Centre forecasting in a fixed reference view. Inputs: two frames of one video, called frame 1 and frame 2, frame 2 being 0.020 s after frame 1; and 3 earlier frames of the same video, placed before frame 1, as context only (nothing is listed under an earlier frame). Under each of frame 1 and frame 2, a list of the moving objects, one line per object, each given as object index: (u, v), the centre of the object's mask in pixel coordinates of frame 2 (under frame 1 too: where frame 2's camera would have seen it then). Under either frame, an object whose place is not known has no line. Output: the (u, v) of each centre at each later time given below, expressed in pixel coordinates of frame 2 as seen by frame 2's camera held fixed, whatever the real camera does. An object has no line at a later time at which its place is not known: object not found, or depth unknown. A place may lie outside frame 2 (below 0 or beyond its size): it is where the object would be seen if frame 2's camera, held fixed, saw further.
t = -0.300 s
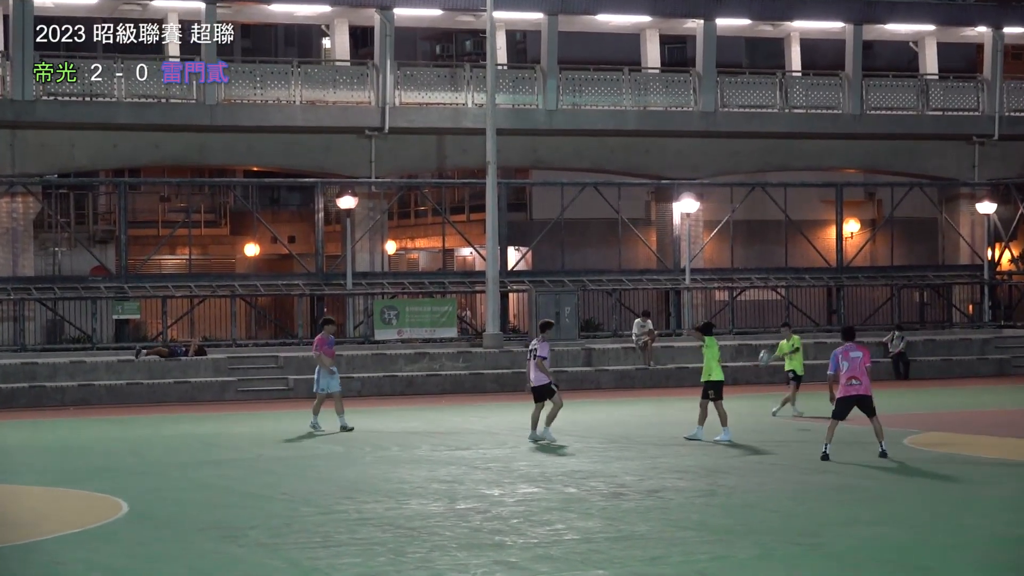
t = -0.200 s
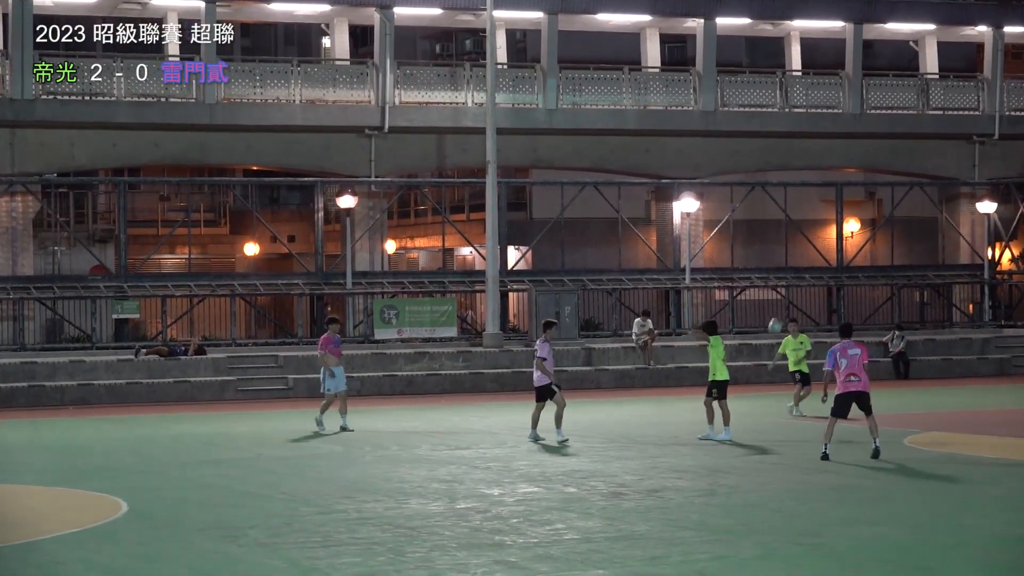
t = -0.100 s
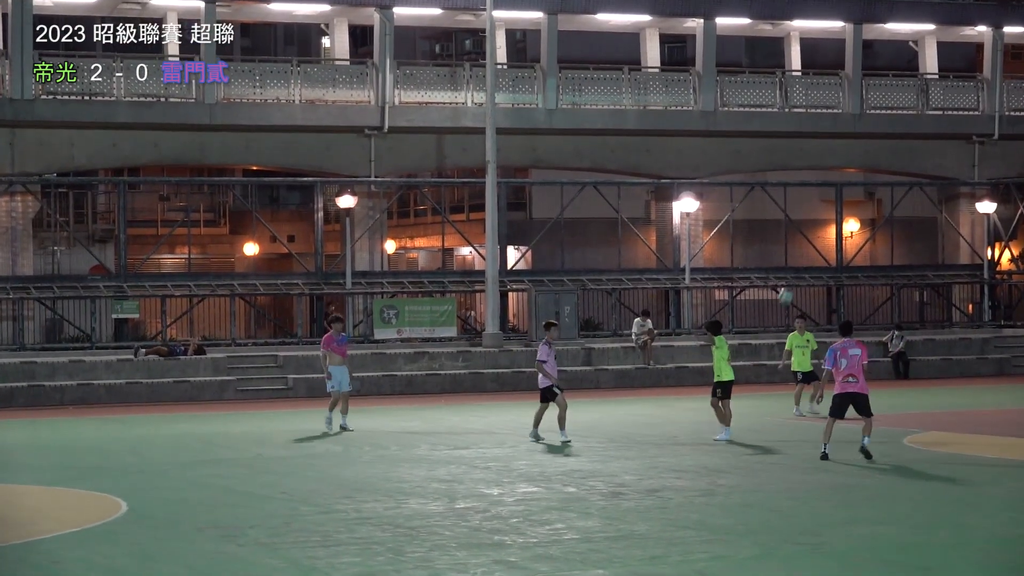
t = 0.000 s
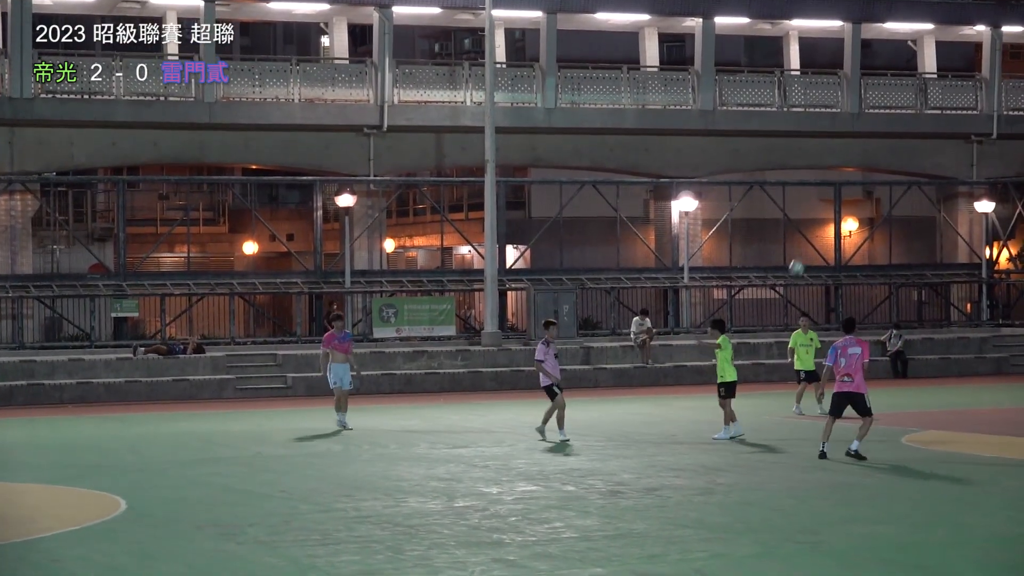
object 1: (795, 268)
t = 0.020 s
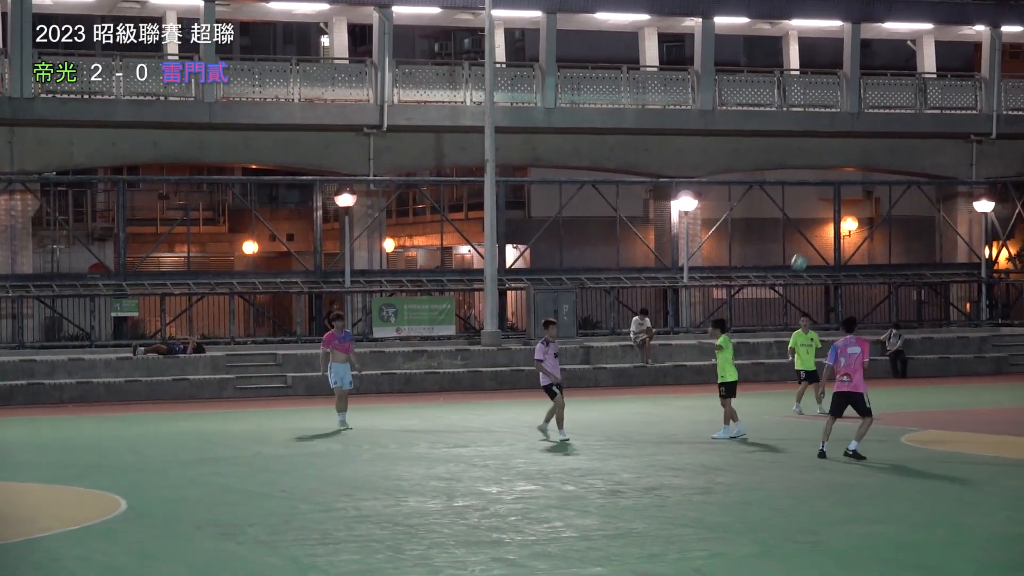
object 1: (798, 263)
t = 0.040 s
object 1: (802, 257)
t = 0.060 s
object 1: (804, 252)
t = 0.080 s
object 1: (808, 247)
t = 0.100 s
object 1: (811, 243)
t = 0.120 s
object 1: (815, 239)
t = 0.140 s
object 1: (818, 234)
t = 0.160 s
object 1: (821, 230)
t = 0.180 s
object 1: (825, 226)
